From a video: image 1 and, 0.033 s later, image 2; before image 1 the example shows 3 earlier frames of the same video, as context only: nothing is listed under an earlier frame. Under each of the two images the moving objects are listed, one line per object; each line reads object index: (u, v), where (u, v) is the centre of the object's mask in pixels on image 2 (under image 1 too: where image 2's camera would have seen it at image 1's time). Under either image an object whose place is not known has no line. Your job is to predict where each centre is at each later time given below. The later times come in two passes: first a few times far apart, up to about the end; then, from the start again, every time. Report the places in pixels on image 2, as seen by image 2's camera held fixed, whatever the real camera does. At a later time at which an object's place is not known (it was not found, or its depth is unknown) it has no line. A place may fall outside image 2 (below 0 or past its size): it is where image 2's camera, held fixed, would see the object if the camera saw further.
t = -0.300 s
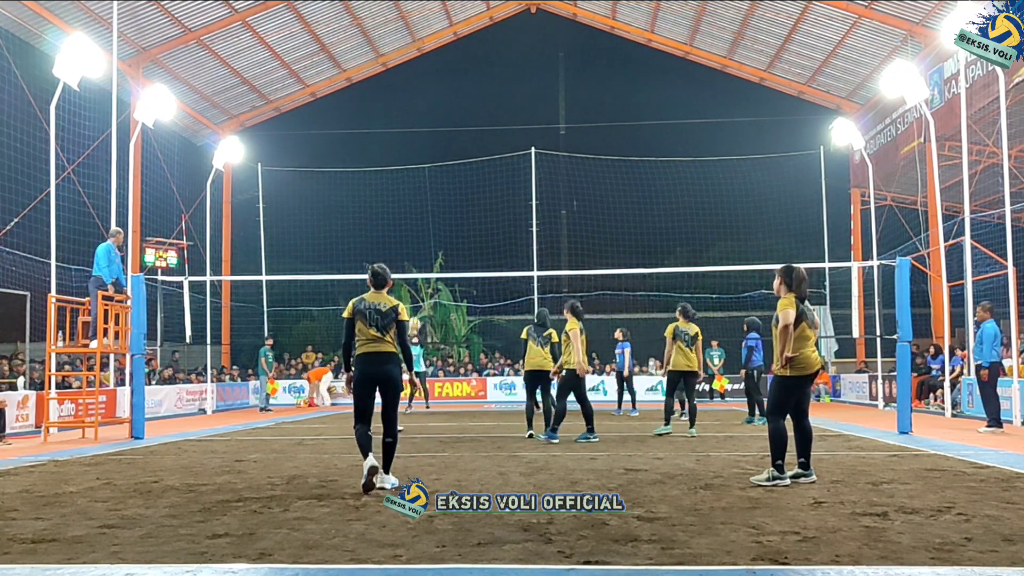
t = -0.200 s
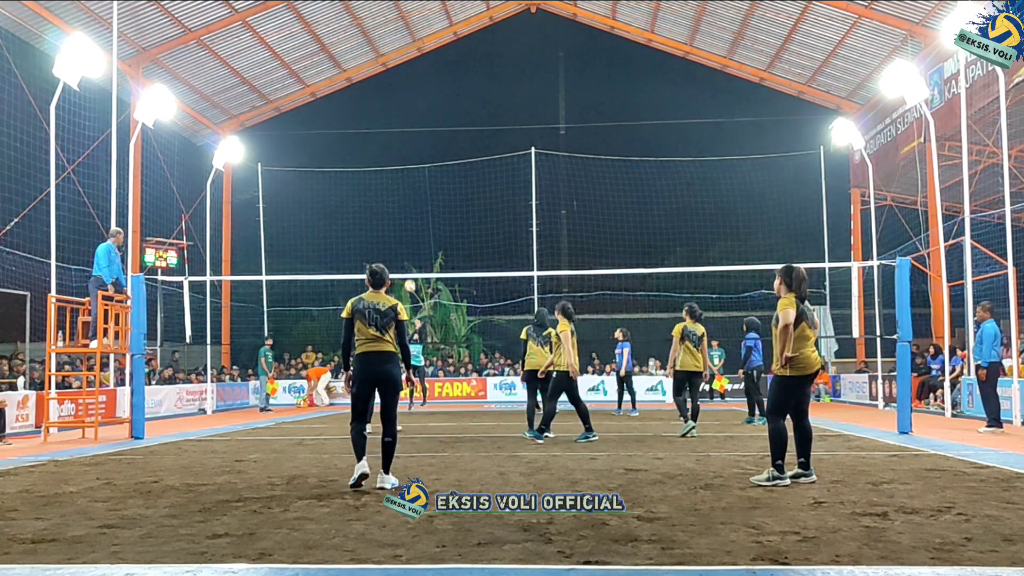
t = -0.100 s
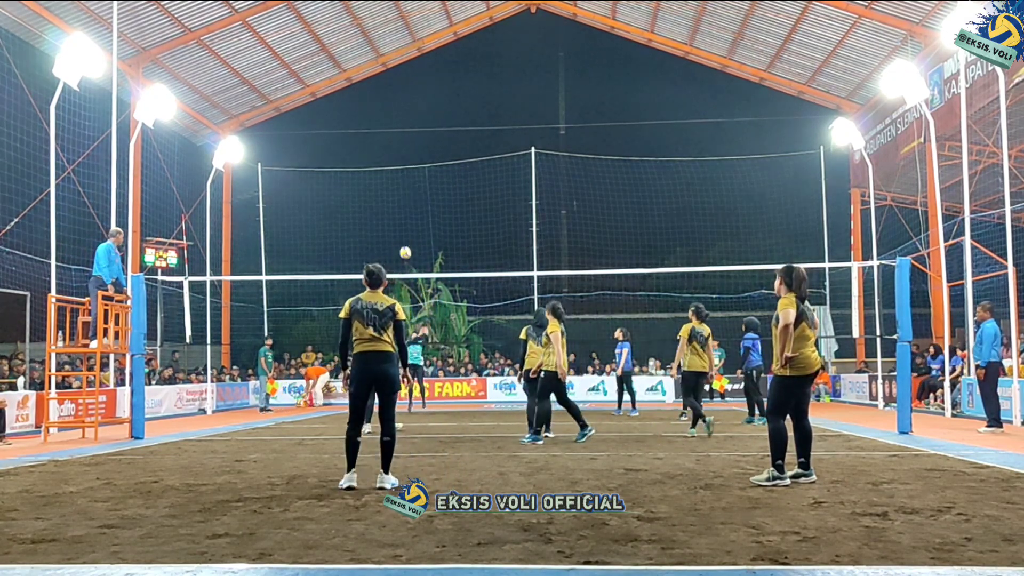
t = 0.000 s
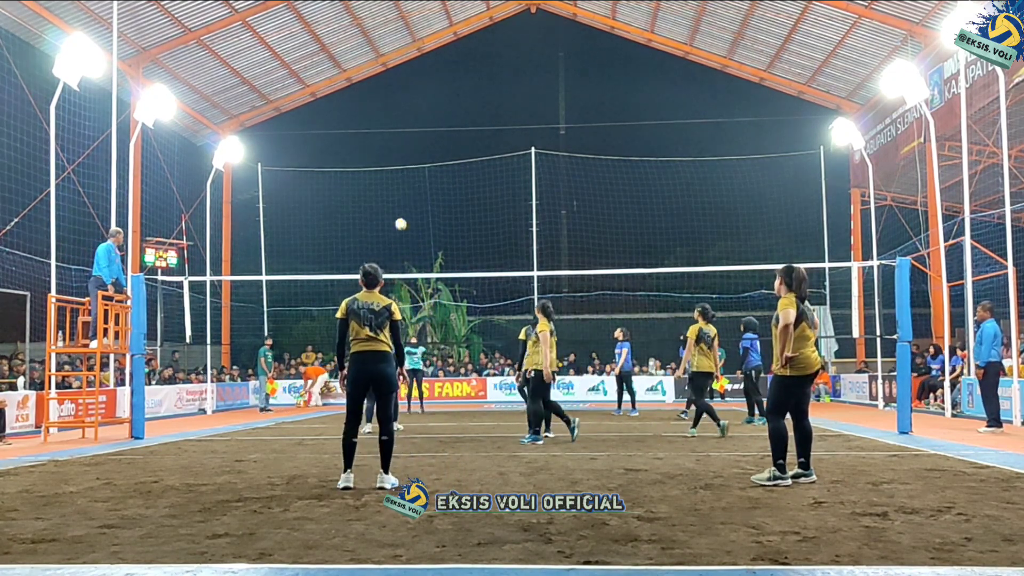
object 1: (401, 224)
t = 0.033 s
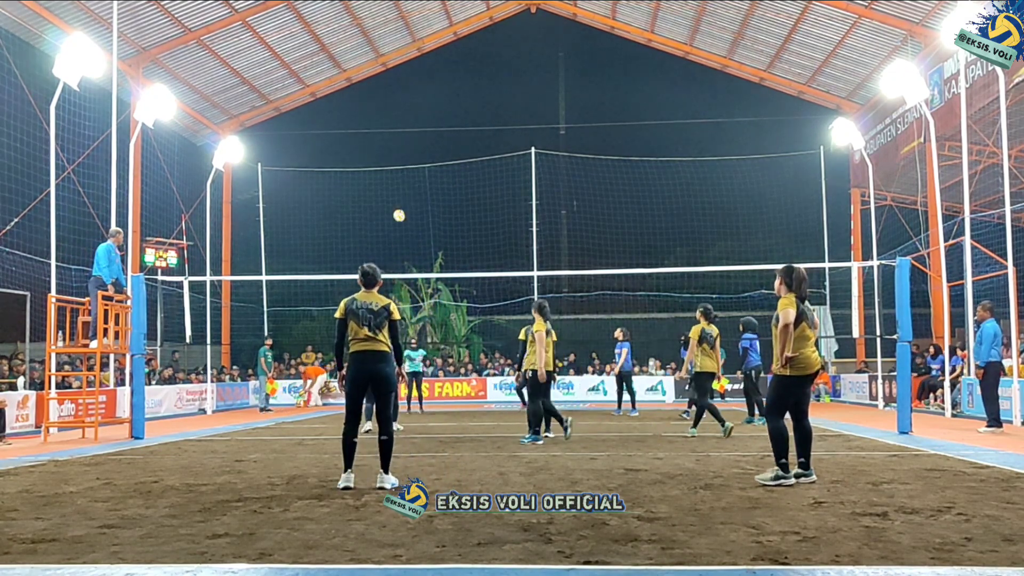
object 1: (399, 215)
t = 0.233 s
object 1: (390, 175)
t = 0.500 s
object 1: (378, 150)
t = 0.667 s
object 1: (371, 153)
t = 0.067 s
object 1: (397, 208)
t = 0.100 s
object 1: (396, 200)
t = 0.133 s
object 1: (394, 193)
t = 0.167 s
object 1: (393, 186)
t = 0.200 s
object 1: (391, 181)
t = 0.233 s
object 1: (390, 175)
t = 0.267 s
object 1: (388, 170)
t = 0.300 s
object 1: (387, 166)
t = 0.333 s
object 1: (385, 162)
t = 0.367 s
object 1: (384, 158)
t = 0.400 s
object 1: (383, 156)
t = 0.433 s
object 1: (381, 153)
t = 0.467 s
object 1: (380, 152)
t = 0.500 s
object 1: (378, 150)
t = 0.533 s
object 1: (377, 150)
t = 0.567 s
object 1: (375, 150)
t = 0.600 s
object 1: (374, 150)
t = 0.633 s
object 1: (373, 151)
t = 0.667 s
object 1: (371, 153)
